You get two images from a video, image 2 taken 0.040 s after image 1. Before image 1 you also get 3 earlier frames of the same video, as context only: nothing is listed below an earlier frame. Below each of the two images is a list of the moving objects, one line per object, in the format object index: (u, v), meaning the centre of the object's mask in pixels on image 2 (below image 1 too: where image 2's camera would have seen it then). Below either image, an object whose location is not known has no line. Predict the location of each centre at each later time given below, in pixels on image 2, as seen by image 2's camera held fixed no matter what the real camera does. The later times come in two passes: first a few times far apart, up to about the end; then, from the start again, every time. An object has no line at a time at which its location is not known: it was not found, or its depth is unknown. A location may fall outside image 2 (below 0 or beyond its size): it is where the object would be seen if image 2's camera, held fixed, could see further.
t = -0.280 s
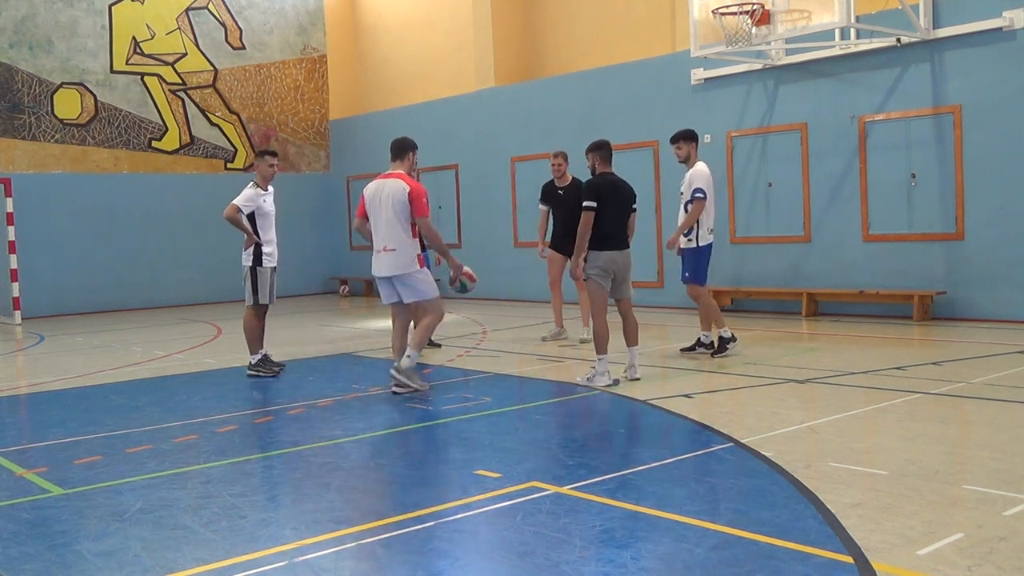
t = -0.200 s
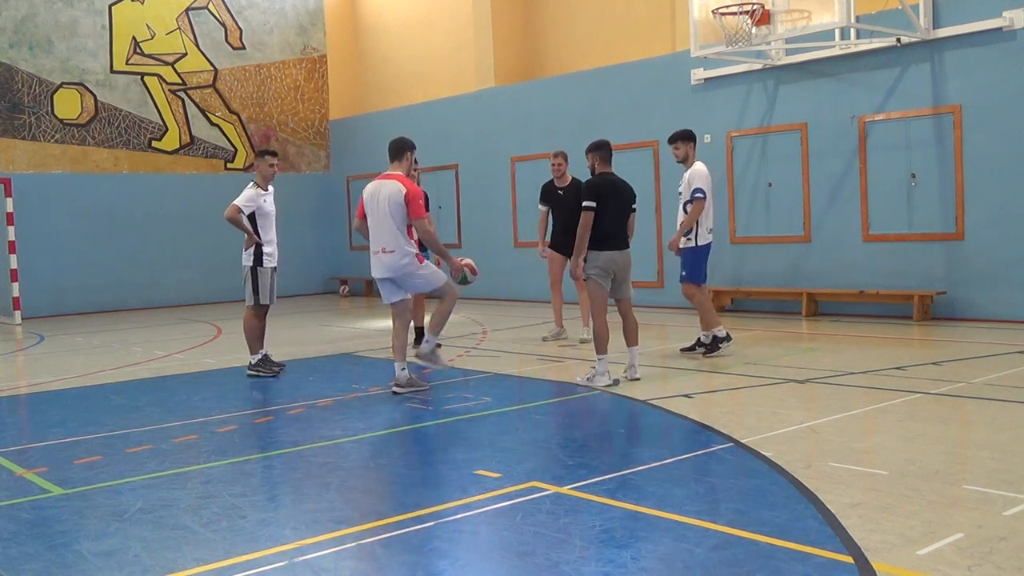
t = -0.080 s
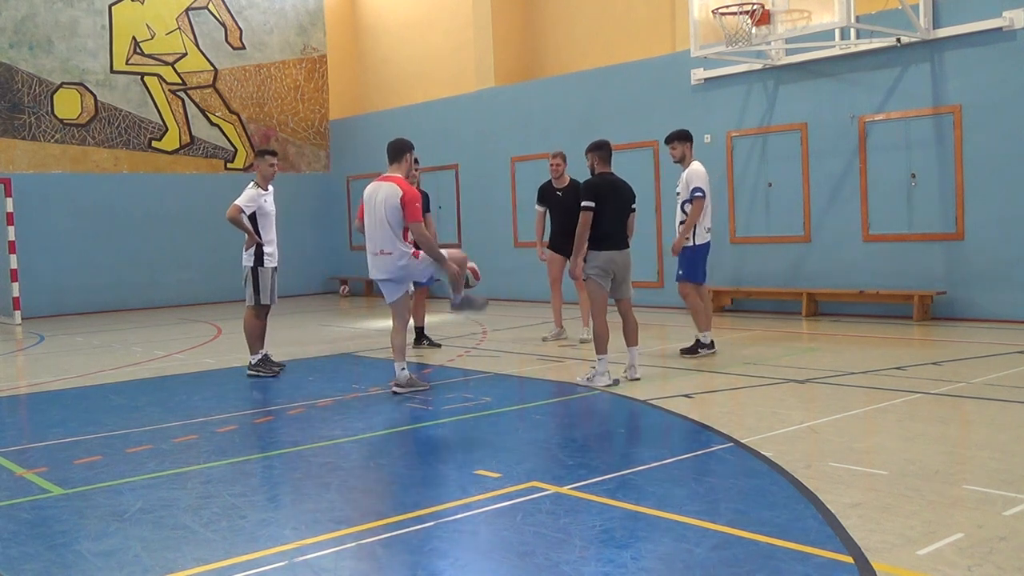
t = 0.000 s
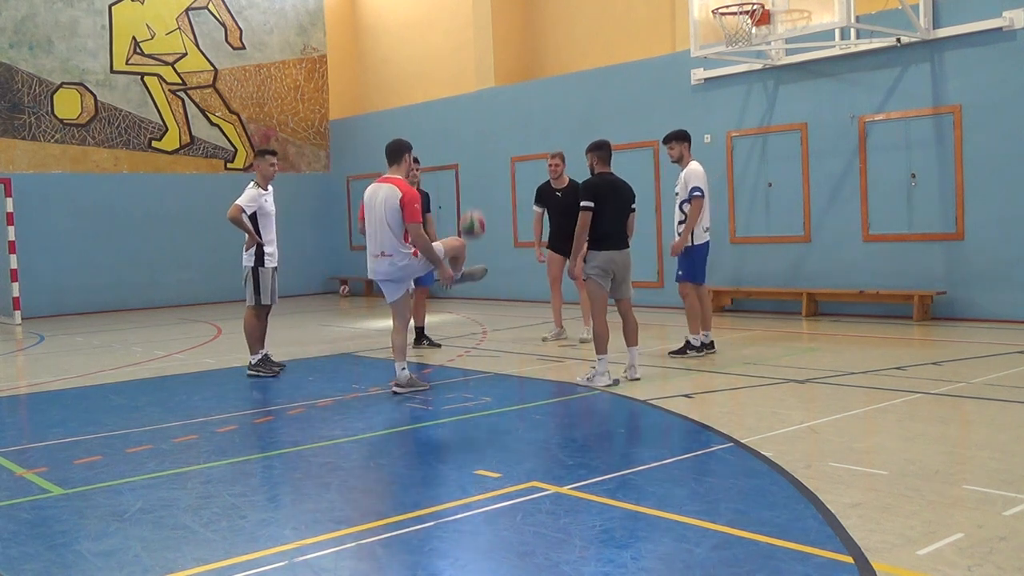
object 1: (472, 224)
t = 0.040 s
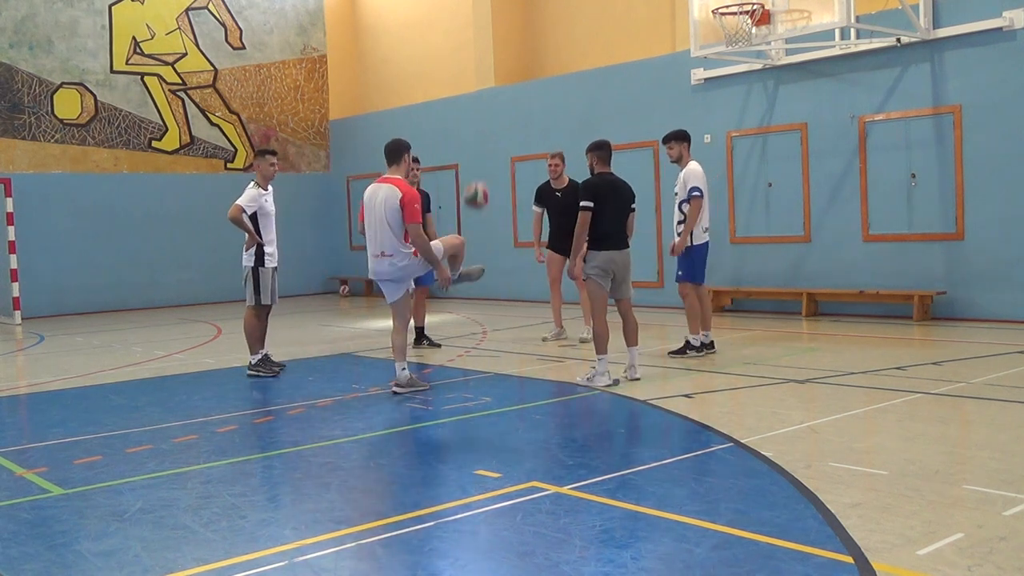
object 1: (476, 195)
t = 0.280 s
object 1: (495, 78)
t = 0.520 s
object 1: (513, 42)
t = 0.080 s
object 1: (479, 169)
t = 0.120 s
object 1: (483, 146)
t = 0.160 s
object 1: (485, 125)
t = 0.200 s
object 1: (489, 107)
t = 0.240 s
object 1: (492, 92)
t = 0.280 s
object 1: (495, 78)
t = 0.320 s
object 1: (498, 67)
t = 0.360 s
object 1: (501, 58)
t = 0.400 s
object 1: (504, 51)
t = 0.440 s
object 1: (507, 46)
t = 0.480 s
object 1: (510, 43)
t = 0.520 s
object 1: (513, 42)
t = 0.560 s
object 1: (516, 43)
